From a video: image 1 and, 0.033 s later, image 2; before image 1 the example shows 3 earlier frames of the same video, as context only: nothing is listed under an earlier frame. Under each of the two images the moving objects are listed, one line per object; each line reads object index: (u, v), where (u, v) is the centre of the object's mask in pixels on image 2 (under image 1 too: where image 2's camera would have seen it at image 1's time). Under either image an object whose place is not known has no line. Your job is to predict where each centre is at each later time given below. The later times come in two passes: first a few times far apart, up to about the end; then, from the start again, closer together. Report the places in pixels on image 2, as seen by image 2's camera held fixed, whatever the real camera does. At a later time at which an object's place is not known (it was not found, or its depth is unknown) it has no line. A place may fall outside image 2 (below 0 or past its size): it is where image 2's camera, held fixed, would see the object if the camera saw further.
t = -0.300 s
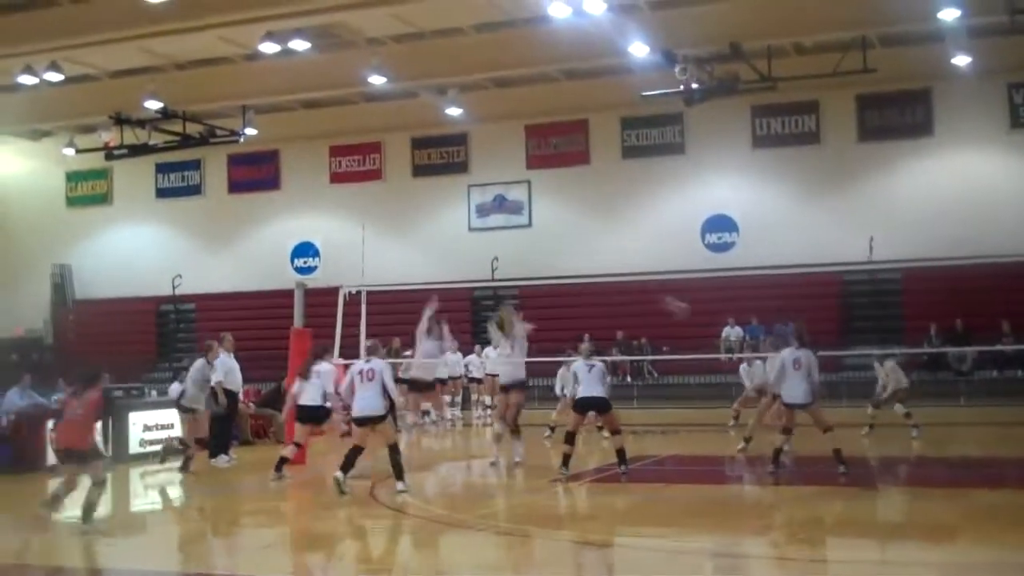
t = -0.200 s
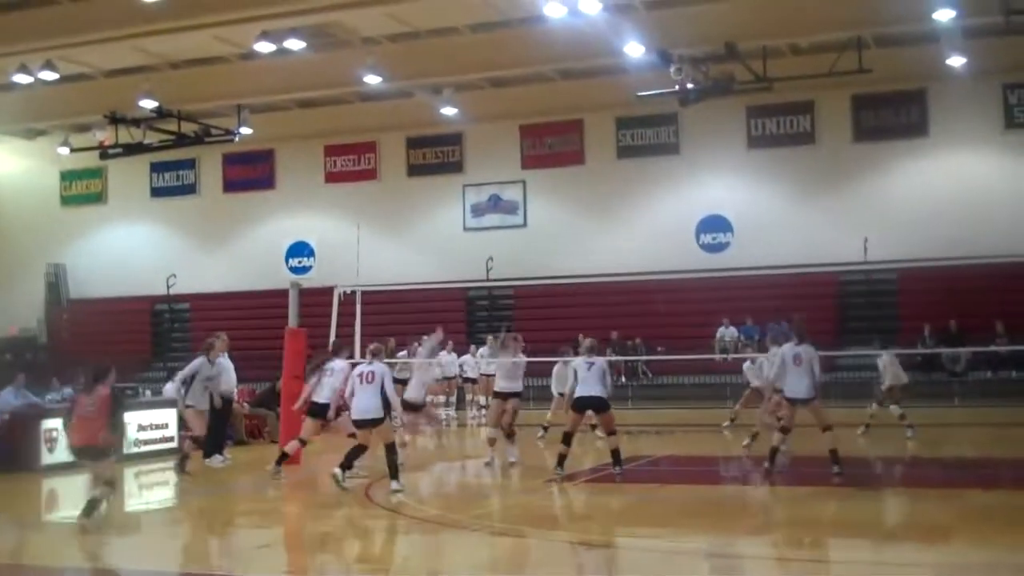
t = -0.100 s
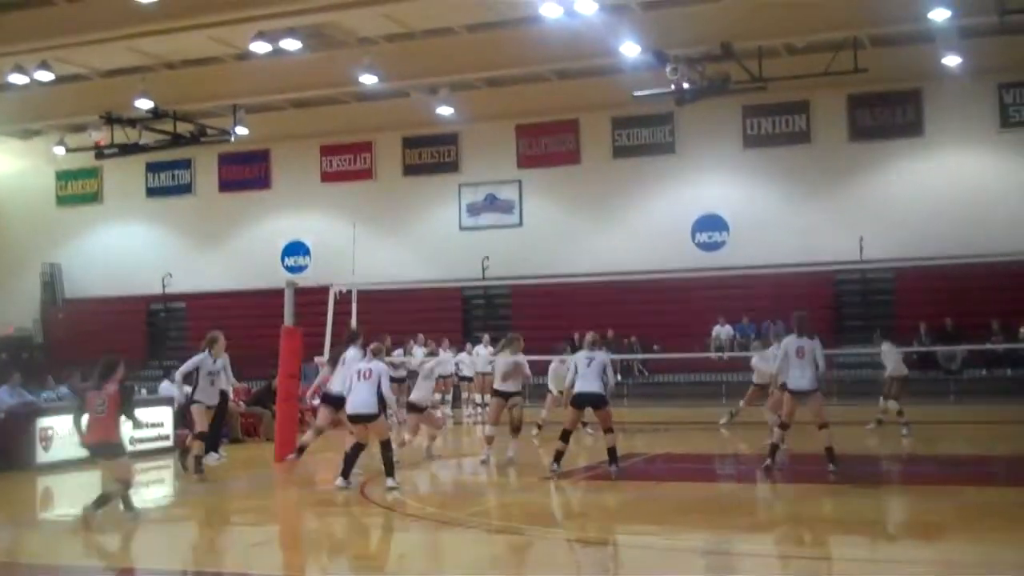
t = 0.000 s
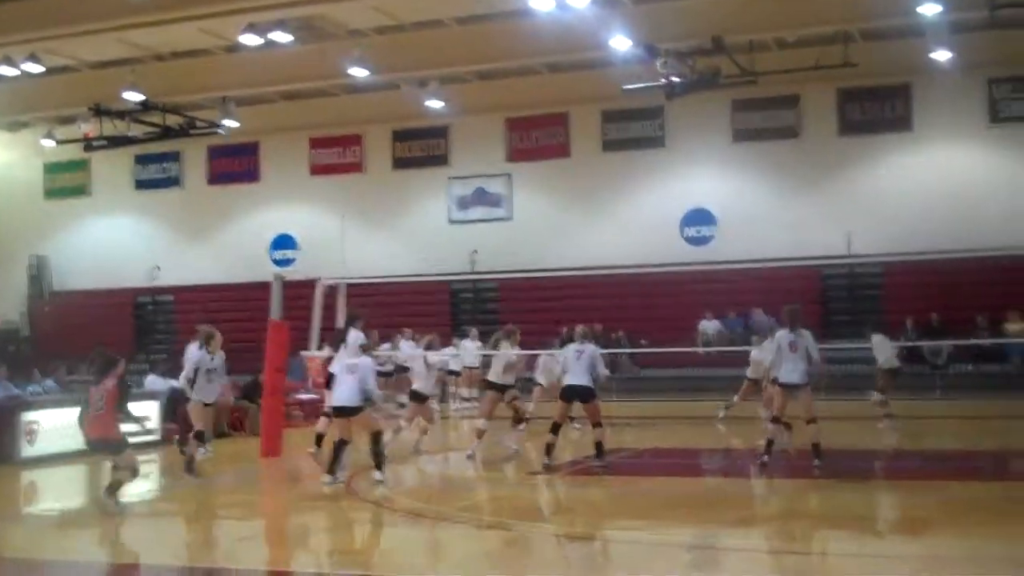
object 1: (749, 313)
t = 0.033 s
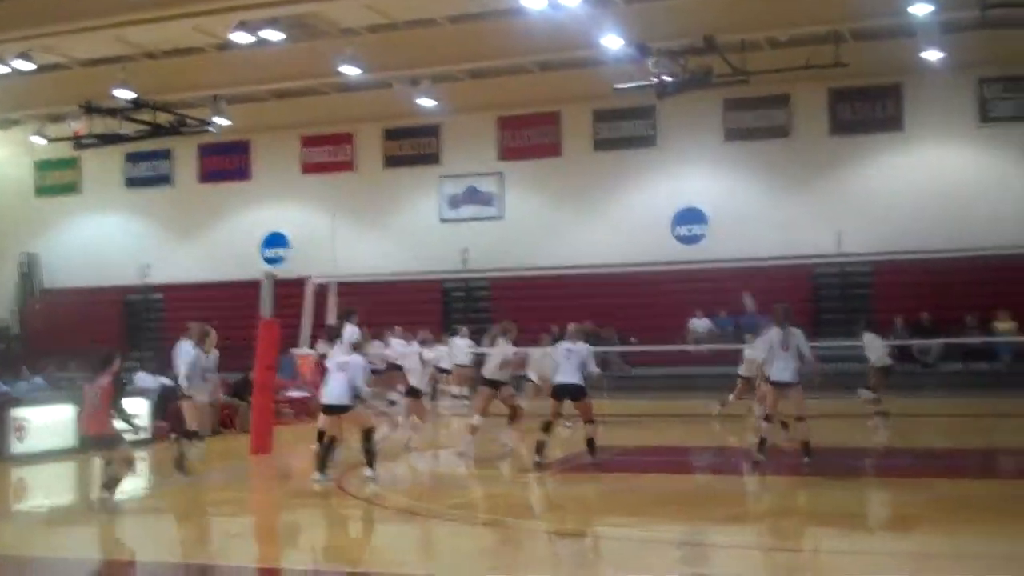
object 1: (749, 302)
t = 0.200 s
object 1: (746, 249)
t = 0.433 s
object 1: (735, 197)
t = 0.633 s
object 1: (725, 177)
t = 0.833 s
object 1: (716, 181)
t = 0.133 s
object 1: (745, 267)
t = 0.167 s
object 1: (744, 259)
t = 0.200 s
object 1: (746, 249)
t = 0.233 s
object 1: (744, 240)
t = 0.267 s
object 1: (740, 229)
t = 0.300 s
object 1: (740, 223)
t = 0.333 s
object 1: (739, 216)
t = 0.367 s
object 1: (737, 210)
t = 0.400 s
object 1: (736, 204)
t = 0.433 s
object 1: (735, 197)
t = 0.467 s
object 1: (732, 191)
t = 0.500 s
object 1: (731, 189)
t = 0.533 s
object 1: (729, 184)
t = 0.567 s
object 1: (727, 181)
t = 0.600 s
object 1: (726, 178)
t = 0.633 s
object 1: (725, 177)
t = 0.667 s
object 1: (723, 176)
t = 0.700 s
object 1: (722, 174)
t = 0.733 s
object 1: (721, 175)
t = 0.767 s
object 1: (719, 177)
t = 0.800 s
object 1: (717, 178)
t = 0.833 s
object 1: (716, 181)
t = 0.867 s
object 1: (715, 184)
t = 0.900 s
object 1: (714, 187)
